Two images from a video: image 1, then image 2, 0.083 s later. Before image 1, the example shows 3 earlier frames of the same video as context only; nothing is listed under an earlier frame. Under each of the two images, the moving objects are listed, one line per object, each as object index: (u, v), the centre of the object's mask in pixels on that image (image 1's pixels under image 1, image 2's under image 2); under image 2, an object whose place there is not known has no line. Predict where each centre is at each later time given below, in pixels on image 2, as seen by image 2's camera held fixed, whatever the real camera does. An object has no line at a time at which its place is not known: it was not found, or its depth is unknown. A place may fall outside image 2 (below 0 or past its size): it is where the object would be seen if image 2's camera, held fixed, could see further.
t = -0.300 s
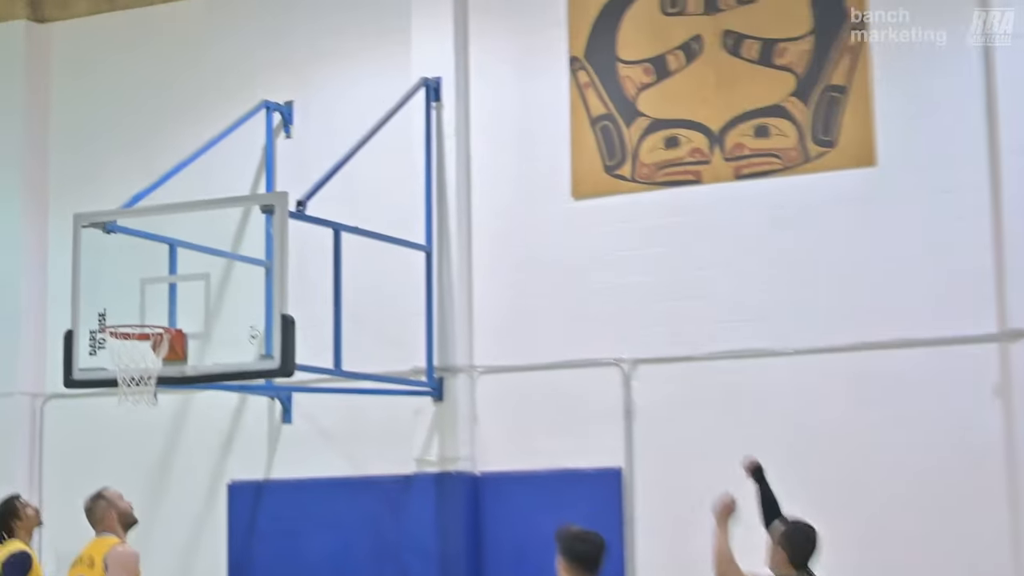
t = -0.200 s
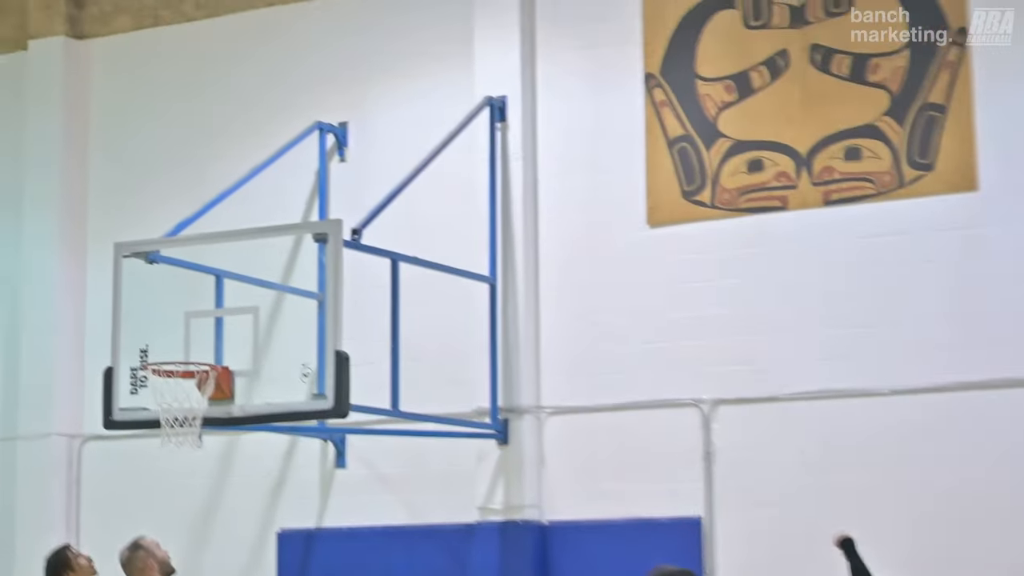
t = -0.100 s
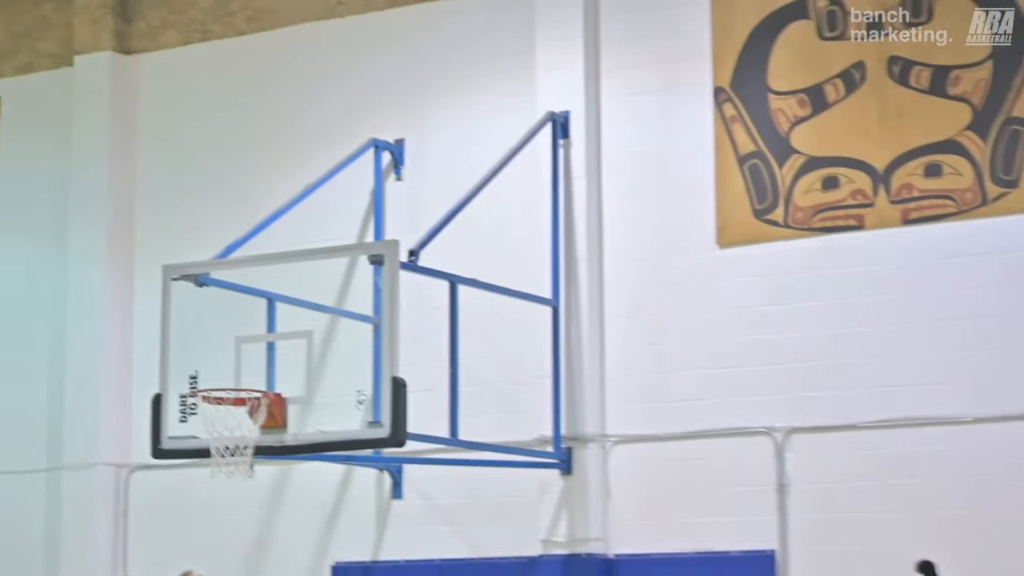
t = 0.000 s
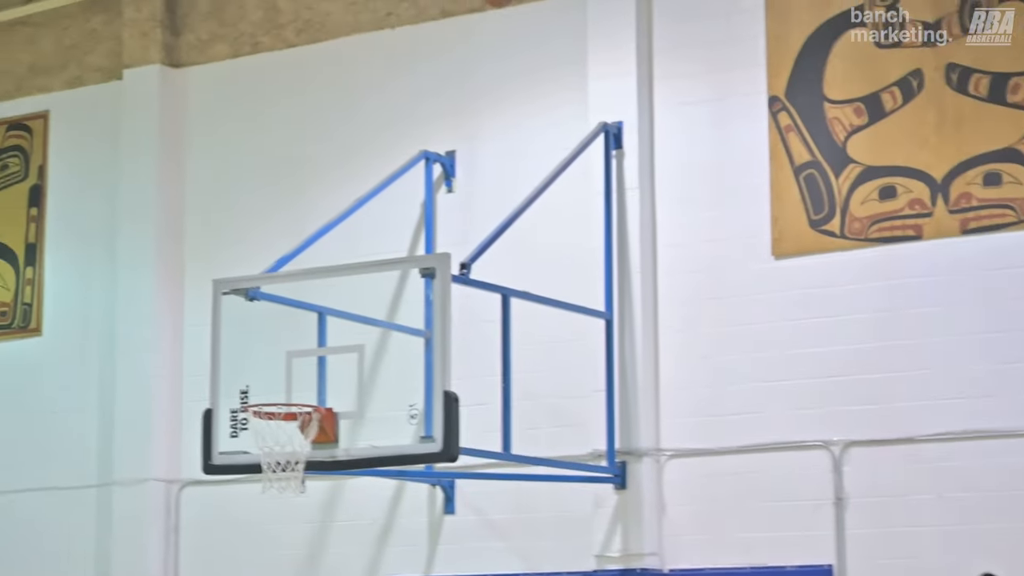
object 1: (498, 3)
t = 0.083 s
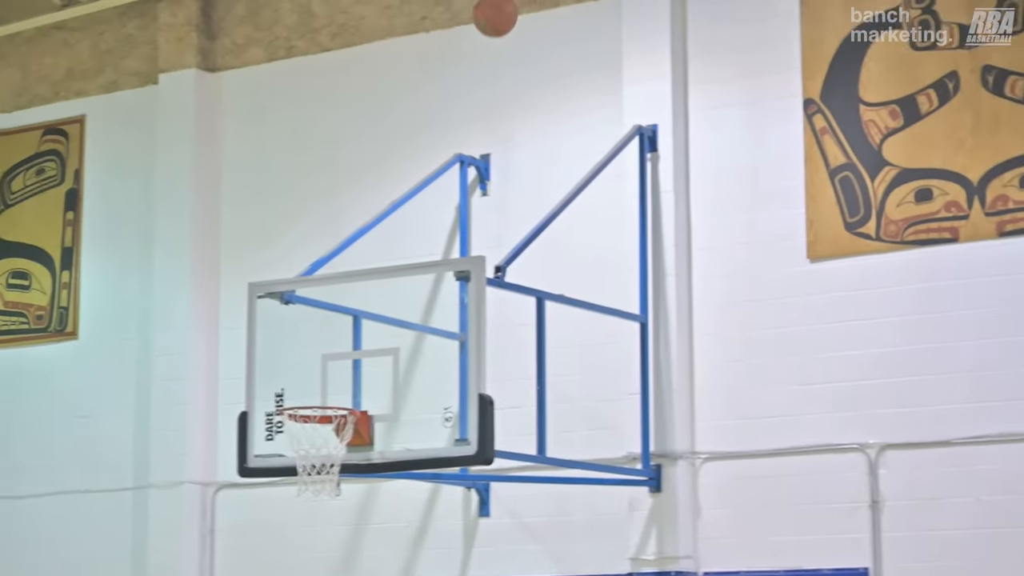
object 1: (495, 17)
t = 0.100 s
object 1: (487, 21)
